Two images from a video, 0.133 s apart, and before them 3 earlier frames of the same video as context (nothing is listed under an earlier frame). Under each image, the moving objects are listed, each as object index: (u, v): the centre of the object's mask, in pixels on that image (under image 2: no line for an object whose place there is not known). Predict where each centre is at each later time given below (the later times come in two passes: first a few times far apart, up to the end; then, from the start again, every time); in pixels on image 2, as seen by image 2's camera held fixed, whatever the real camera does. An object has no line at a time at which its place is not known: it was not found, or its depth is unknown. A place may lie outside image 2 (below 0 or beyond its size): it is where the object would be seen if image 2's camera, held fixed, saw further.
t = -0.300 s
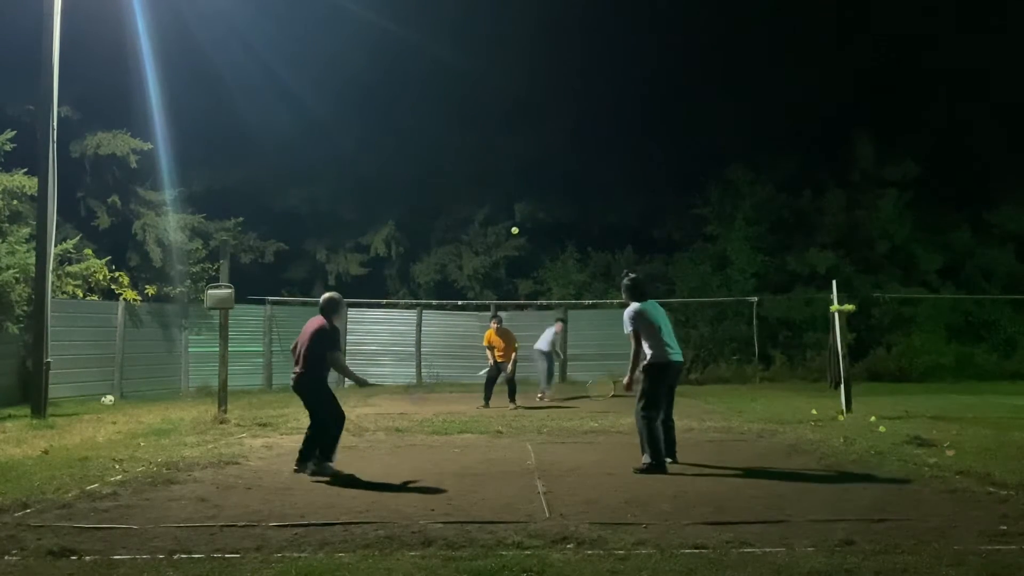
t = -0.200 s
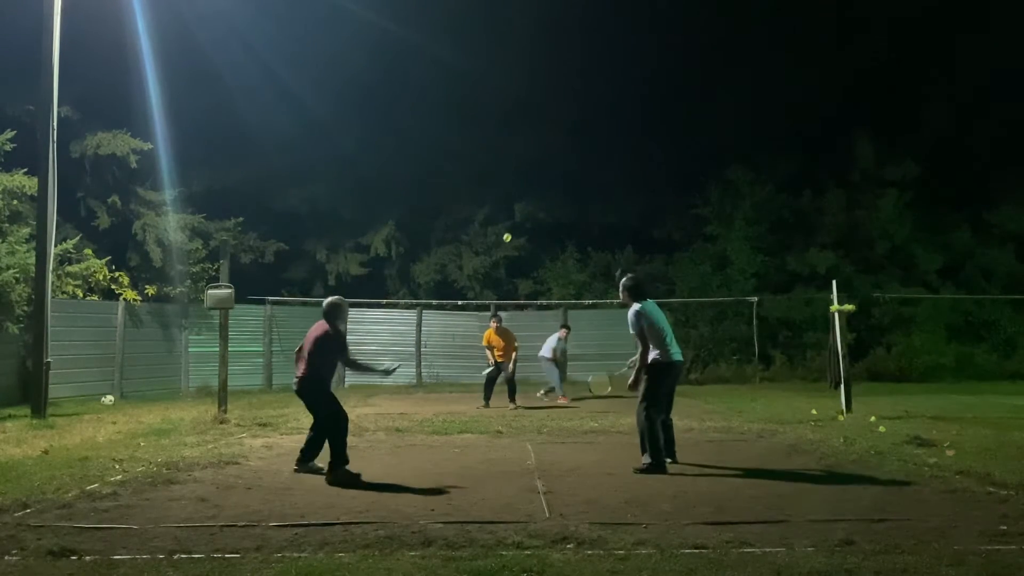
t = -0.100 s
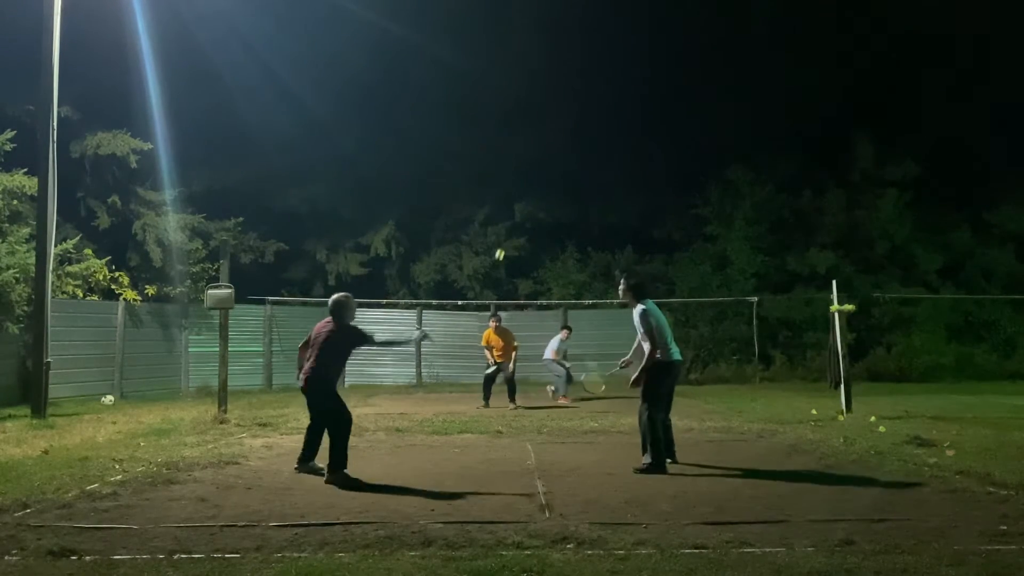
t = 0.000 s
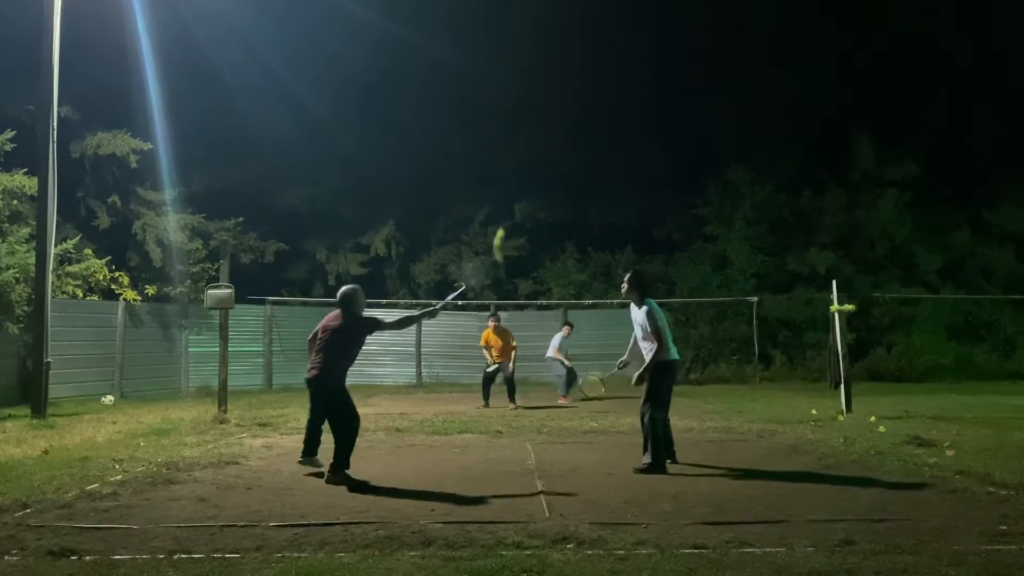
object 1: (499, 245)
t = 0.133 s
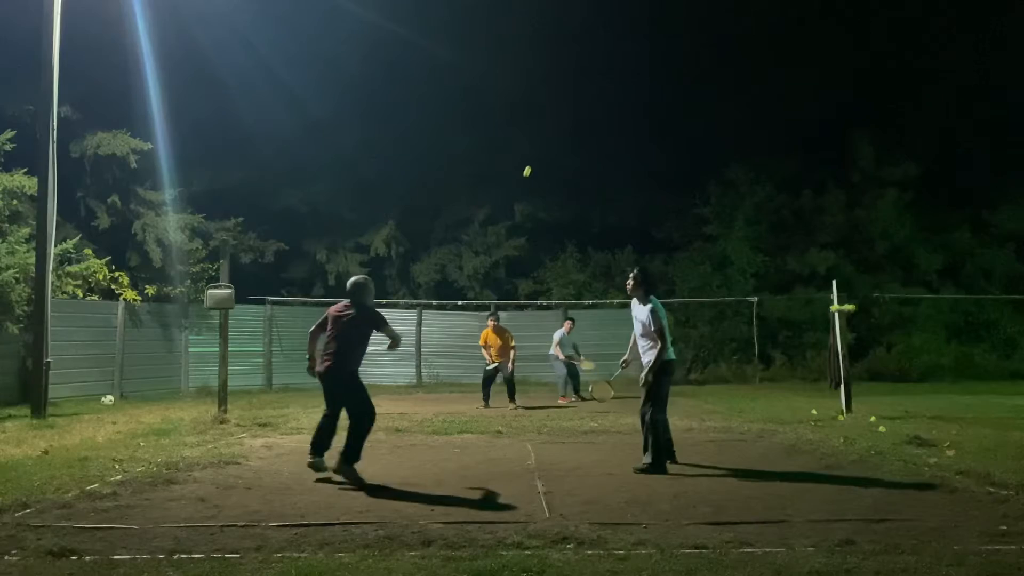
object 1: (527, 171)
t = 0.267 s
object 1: (539, 150)
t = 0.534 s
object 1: (553, 158)
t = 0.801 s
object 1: (563, 199)
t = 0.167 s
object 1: (530, 163)
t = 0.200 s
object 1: (533, 157)
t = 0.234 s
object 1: (536, 153)
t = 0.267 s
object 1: (539, 150)
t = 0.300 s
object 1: (541, 149)
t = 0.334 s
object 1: (543, 148)
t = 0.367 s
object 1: (545, 148)
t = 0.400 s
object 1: (547, 149)
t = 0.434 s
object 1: (548, 150)
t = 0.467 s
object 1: (550, 153)
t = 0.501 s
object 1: (552, 155)
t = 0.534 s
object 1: (553, 158)
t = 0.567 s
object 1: (555, 162)
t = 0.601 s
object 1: (556, 166)
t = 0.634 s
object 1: (557, 171)
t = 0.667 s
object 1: (558, 176)
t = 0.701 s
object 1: (560, 181)
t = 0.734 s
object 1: (561, 187)
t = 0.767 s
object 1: (562, 193)
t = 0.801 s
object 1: (563, 199)
